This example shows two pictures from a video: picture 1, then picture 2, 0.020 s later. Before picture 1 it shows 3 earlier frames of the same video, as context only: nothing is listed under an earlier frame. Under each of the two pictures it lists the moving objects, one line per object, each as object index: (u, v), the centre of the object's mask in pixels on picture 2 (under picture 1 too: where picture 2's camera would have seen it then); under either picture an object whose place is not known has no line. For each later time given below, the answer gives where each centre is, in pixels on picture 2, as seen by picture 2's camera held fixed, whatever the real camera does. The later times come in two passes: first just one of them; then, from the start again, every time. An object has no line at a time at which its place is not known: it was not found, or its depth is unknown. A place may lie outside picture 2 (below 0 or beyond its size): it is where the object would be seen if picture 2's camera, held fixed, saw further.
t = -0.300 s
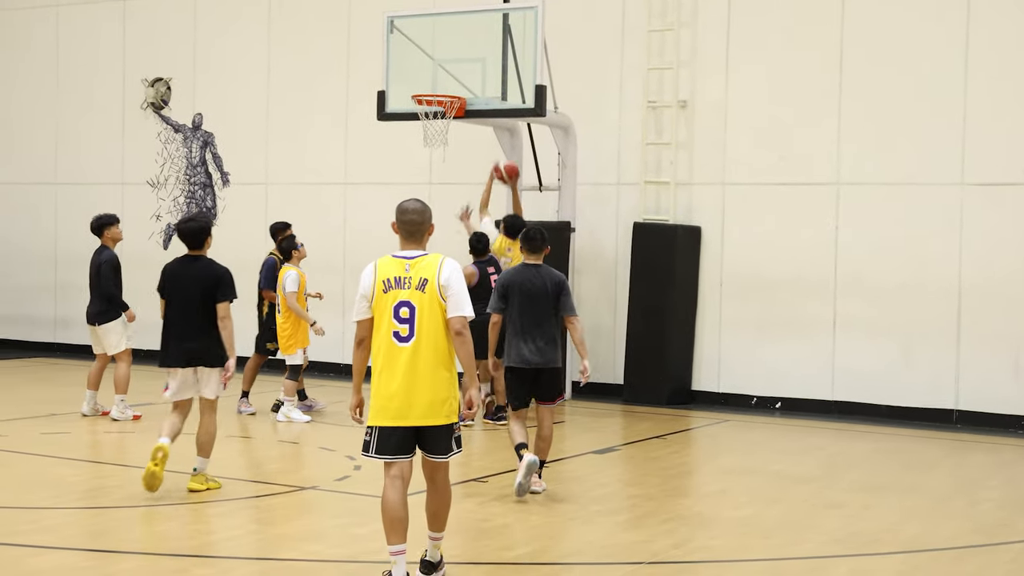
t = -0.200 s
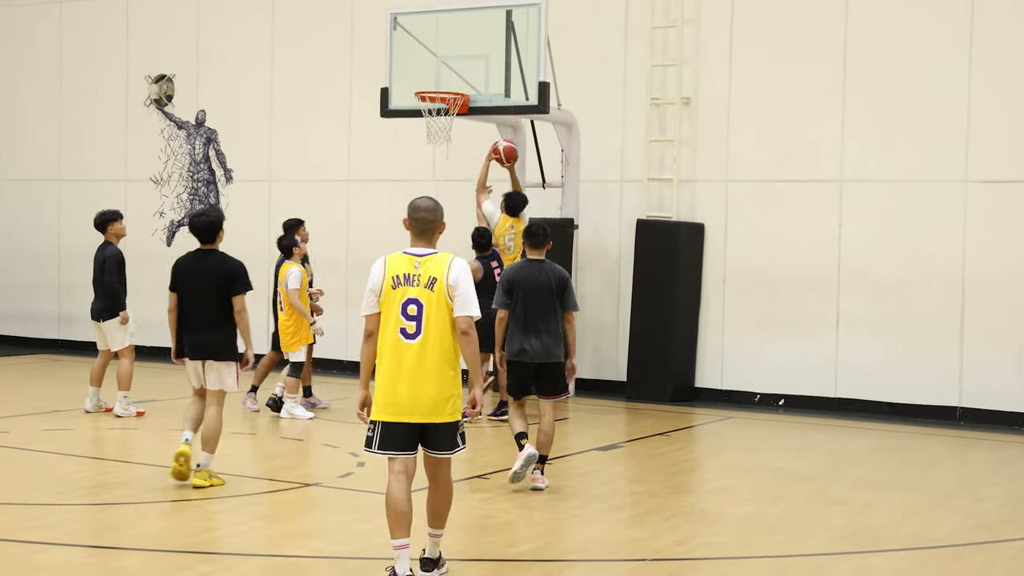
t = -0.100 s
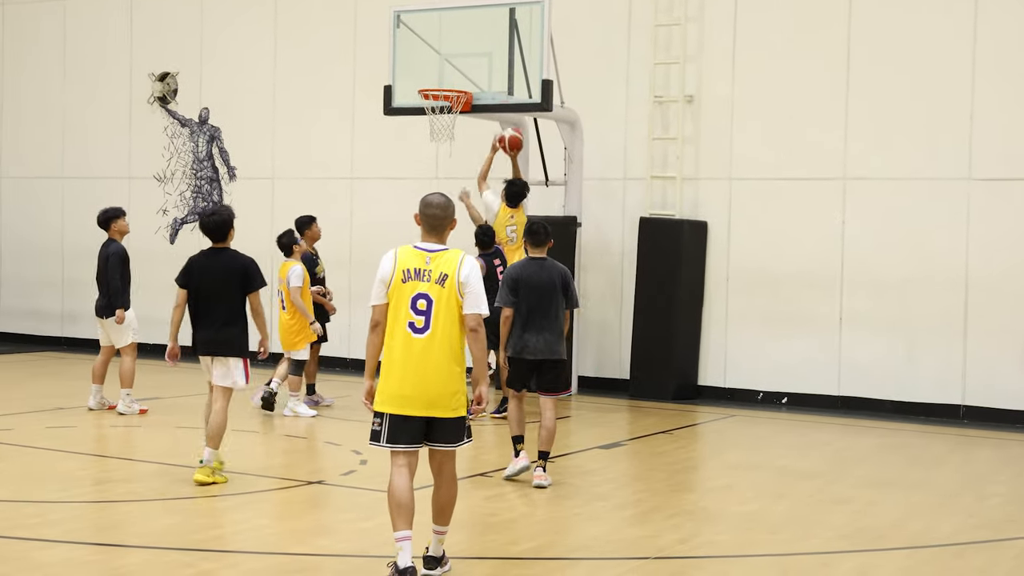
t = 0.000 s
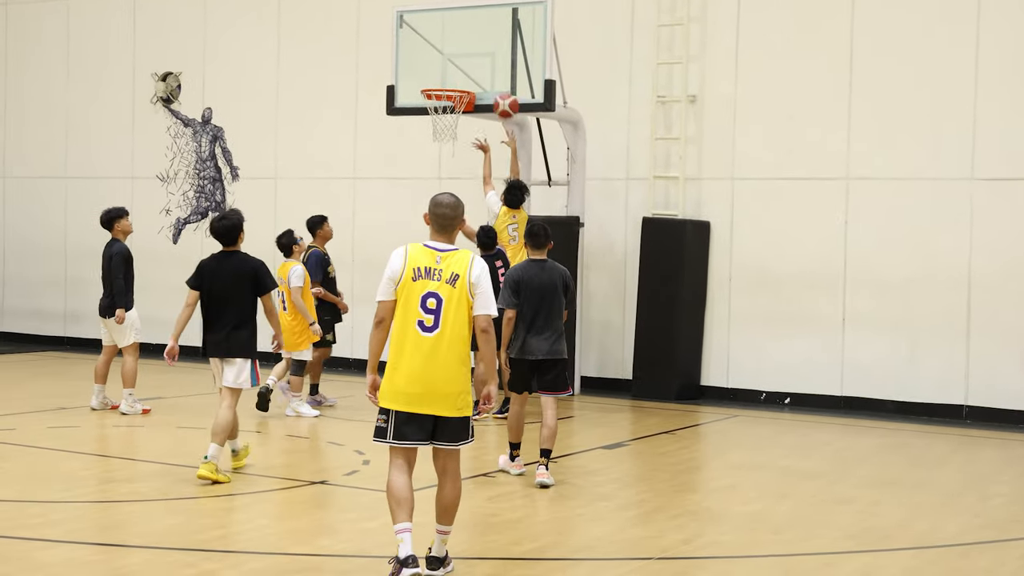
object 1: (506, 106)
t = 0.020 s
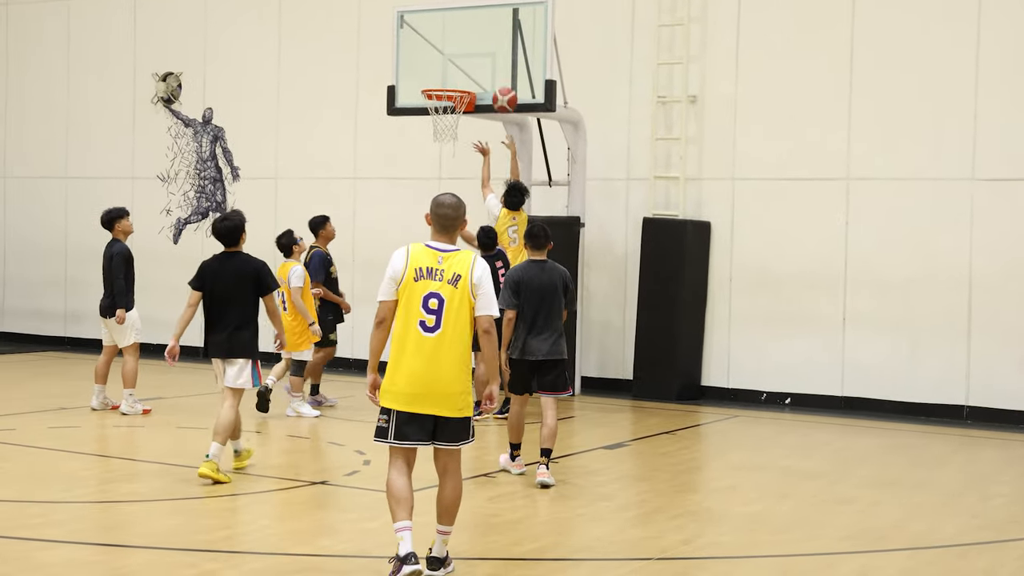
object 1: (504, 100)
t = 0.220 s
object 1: (484, 60)
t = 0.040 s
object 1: (503, 93)
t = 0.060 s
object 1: (501, 87)
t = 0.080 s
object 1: (499, 82)
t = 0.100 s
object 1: (497, 77)
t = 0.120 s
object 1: (495, 72)
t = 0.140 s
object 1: (493, 68)
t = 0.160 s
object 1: (492, 64)
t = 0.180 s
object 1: (490, 62)
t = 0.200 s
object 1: (487, 61)
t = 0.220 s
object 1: (484, 60)
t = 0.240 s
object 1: (481, 59)
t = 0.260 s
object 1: (479, 59)
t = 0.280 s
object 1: (476, 59)
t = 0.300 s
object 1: (473, 60)
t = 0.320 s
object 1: (470, 61)
